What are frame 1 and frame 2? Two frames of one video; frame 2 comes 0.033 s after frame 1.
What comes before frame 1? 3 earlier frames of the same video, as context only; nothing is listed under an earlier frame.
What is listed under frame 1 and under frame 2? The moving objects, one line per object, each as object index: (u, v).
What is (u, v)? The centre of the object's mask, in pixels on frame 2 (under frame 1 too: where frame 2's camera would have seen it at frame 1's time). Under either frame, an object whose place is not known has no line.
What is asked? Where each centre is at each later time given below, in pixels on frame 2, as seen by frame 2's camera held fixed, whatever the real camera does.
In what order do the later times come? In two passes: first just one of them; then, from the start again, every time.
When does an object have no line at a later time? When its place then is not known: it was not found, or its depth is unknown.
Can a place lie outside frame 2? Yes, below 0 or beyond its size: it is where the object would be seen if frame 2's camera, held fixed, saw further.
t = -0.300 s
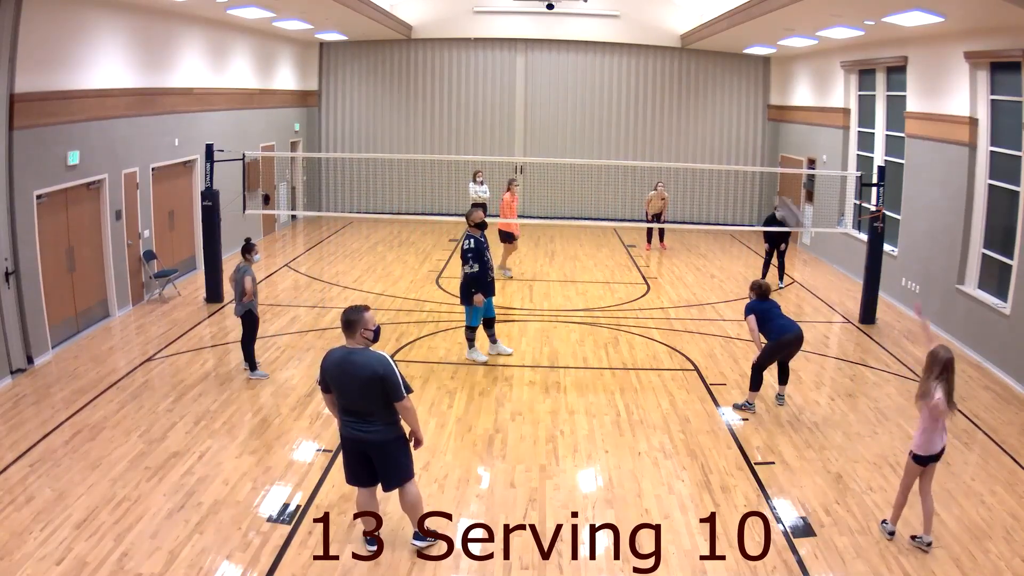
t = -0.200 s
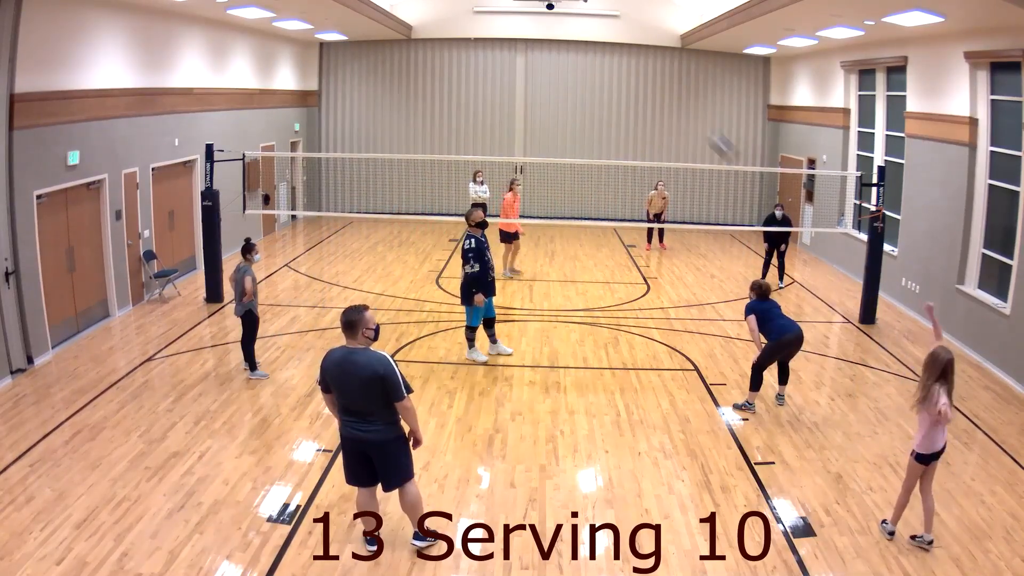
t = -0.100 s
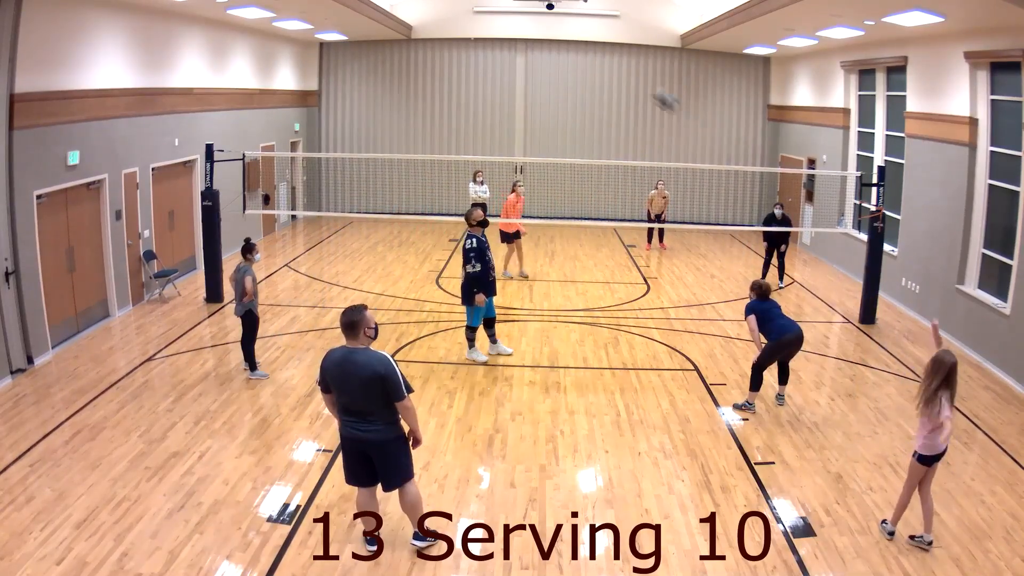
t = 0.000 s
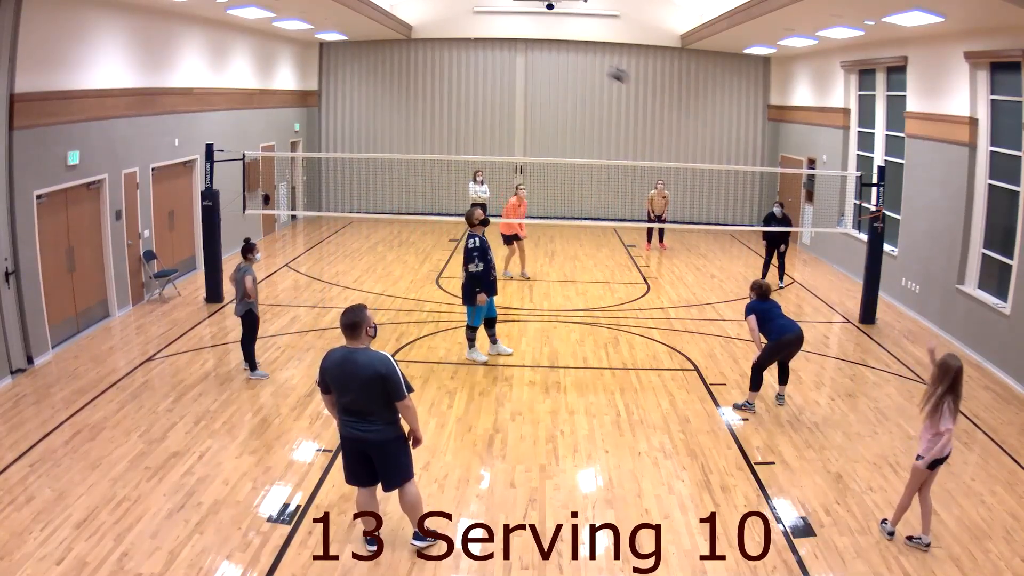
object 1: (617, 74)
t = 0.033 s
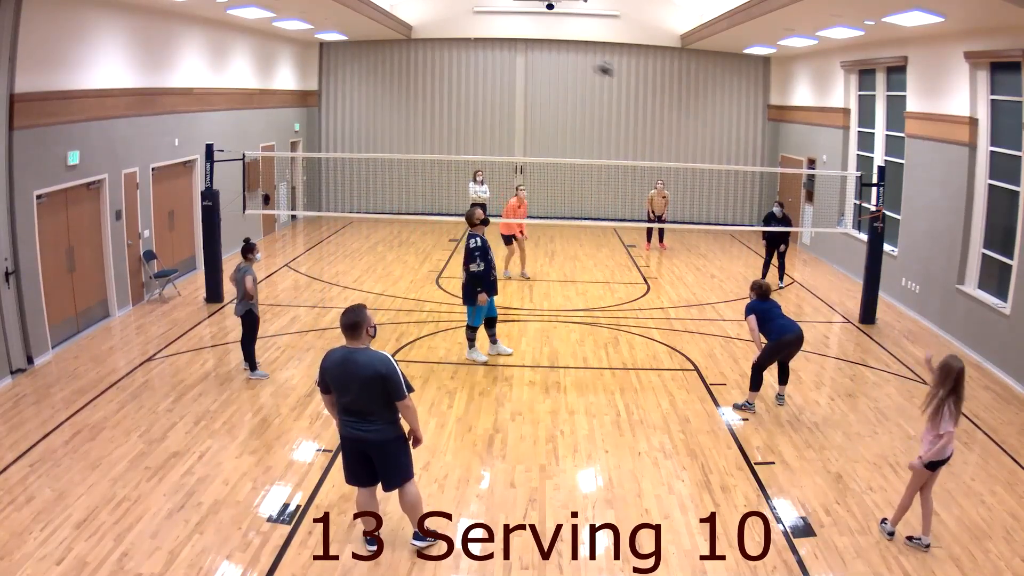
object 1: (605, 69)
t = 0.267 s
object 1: (528, 60)
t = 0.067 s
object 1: (591, 64)
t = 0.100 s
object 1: (578, 61)
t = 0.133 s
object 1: (569, 59)
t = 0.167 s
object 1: (558, 58)
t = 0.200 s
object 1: (547, 58)
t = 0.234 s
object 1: (538, 58)
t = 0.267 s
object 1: (528, 60)
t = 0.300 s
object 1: (519, 63)
